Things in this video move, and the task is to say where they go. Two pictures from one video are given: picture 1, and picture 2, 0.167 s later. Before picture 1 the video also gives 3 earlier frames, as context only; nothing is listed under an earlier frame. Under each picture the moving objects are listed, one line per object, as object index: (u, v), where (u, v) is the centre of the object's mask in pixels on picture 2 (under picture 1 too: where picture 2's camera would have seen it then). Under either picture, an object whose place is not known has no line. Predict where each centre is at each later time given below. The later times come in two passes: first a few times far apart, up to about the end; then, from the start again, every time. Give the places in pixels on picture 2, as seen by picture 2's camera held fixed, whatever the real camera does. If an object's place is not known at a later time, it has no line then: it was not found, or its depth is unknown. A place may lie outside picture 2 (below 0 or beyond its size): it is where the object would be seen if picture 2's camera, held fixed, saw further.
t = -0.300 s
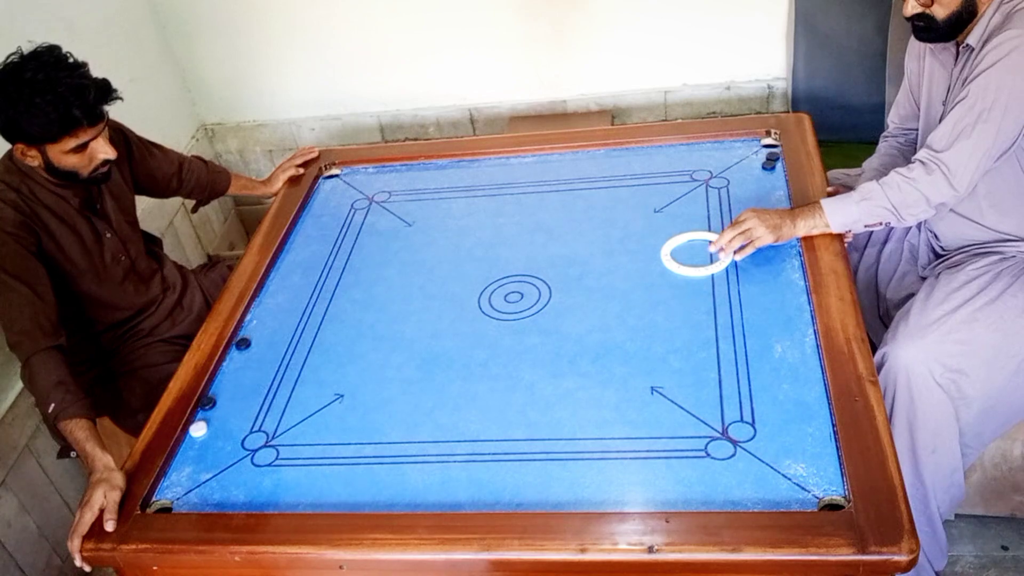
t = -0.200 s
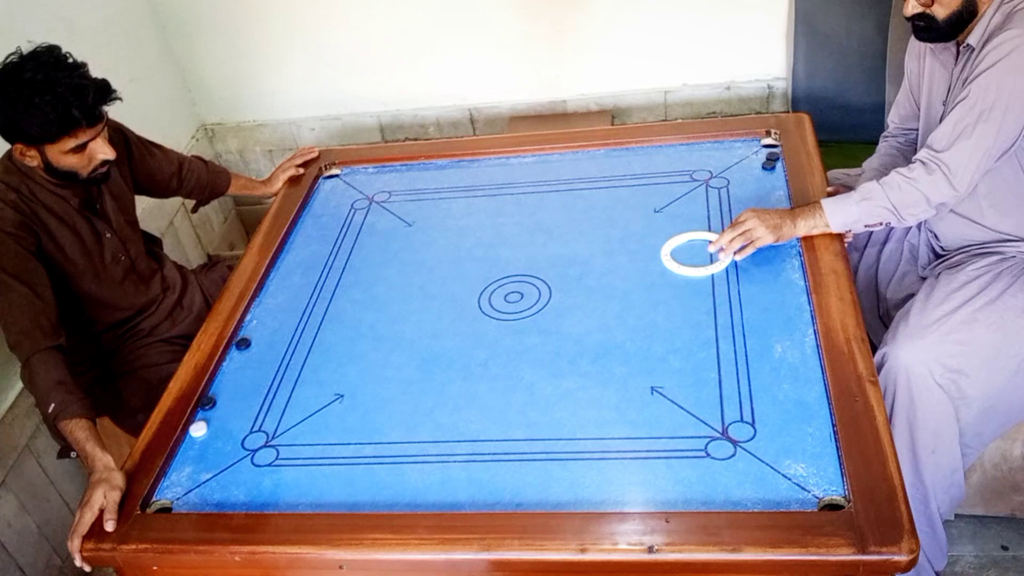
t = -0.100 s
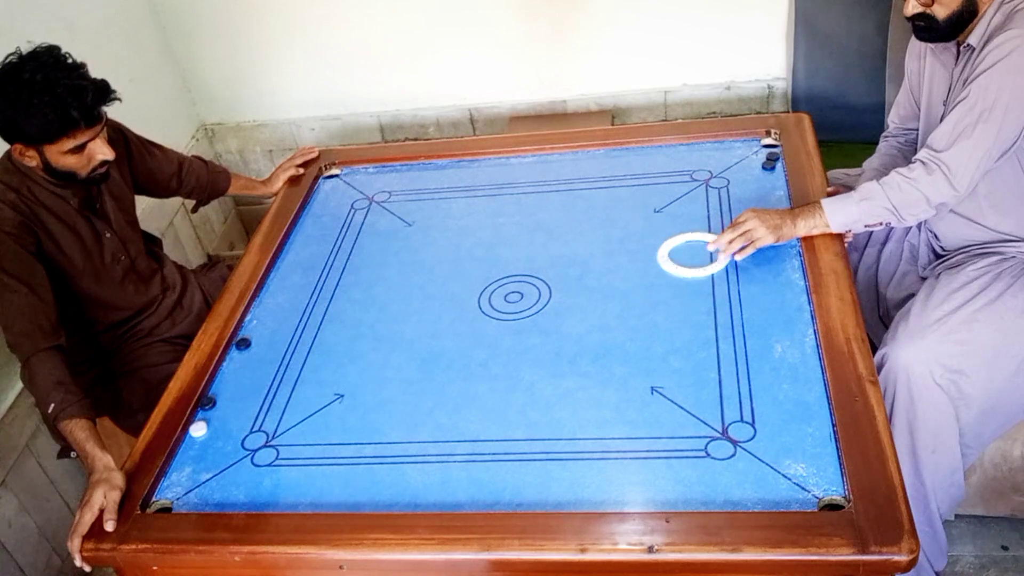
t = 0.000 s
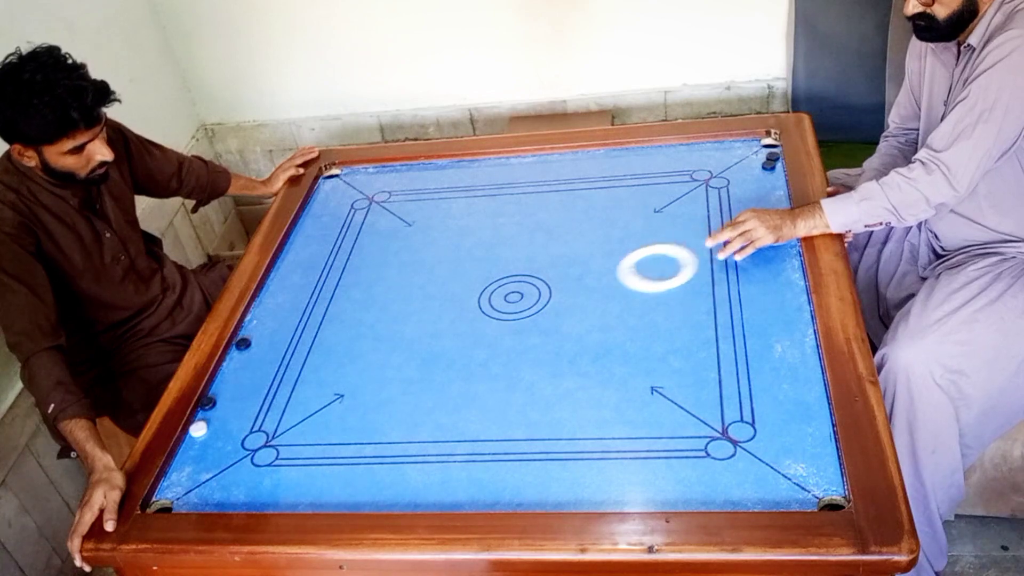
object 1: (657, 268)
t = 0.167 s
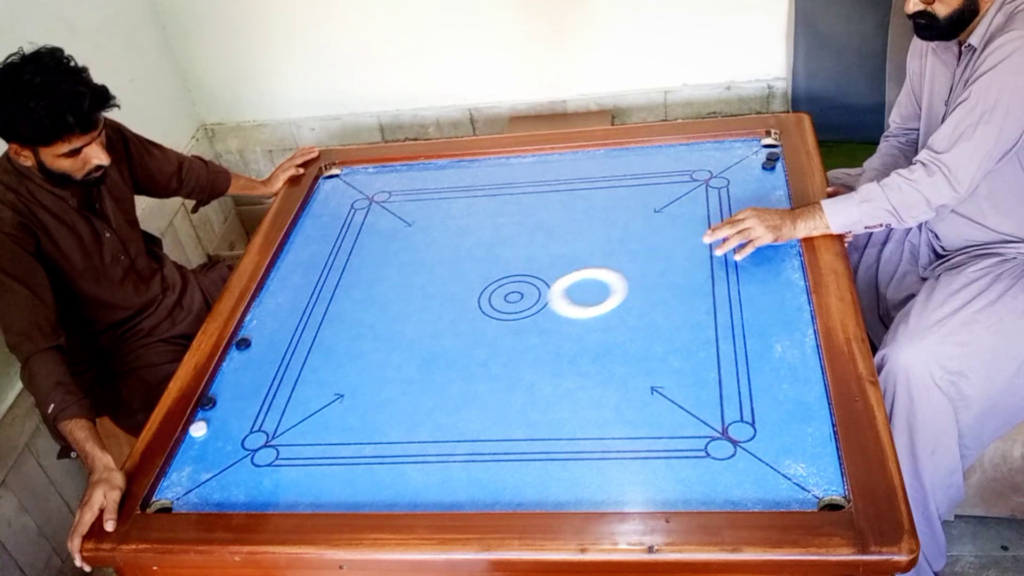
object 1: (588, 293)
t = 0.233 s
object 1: (560, 303)
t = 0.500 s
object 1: (449, 343)
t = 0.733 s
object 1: (353, 378)
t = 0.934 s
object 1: (271, 407)
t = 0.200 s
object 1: (574, 298)
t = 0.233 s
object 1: (560, 303)
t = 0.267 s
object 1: (546, 308)
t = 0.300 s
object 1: (532, 313)
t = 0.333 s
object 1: (518, 318)
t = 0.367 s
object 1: (505, 323)
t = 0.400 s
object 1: (491, 328)
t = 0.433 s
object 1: (477, 333)
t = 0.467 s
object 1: (463, 338)
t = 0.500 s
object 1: (449, 343)
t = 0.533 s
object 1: (436, 348)
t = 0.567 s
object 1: (422, 353)
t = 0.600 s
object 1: (408, 358)
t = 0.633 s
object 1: (394, 363)
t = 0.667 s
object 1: (380, 368)
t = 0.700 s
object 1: (366, 373)
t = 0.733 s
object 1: (353, 378)
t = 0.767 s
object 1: (339, 383)
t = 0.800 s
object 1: (325, 388)
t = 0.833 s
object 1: (312, 392)
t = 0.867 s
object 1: (298, 397)
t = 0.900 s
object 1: (284, 402)
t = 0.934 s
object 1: (271, 407)
